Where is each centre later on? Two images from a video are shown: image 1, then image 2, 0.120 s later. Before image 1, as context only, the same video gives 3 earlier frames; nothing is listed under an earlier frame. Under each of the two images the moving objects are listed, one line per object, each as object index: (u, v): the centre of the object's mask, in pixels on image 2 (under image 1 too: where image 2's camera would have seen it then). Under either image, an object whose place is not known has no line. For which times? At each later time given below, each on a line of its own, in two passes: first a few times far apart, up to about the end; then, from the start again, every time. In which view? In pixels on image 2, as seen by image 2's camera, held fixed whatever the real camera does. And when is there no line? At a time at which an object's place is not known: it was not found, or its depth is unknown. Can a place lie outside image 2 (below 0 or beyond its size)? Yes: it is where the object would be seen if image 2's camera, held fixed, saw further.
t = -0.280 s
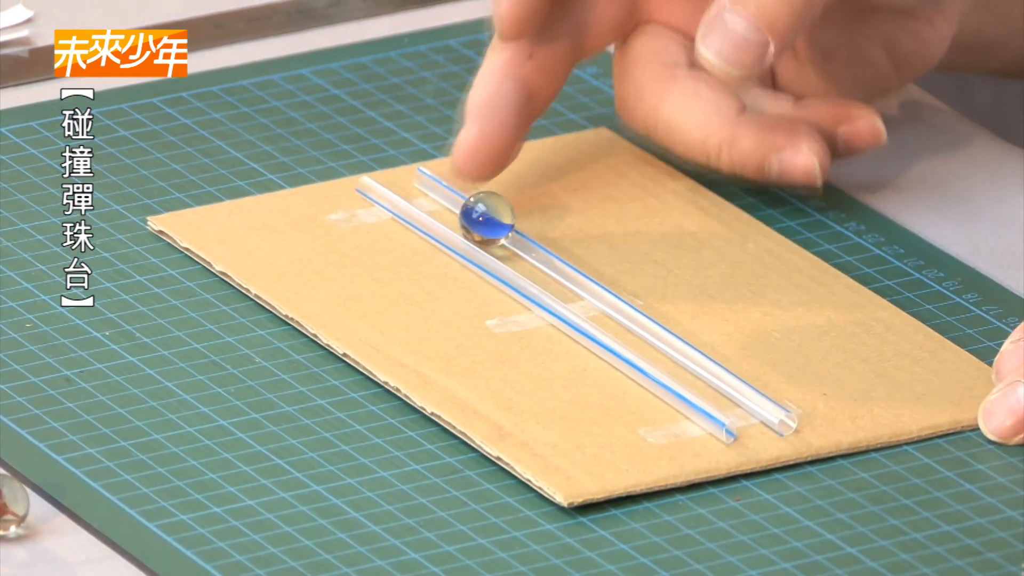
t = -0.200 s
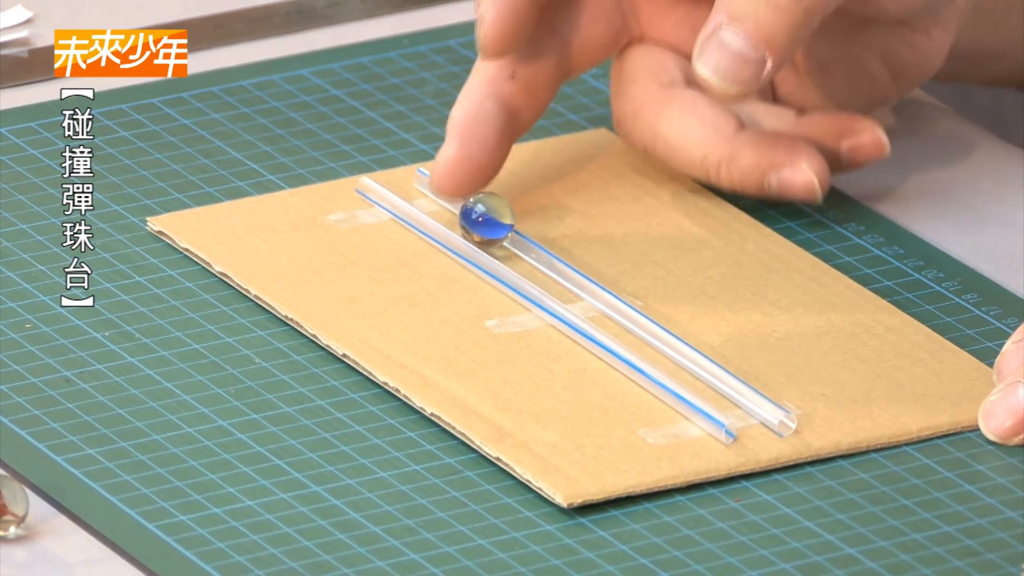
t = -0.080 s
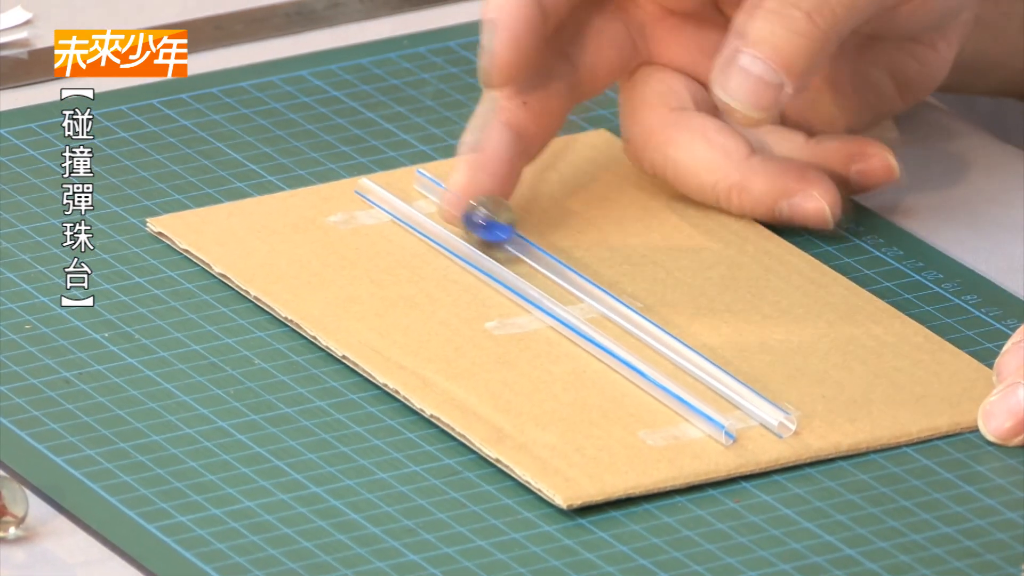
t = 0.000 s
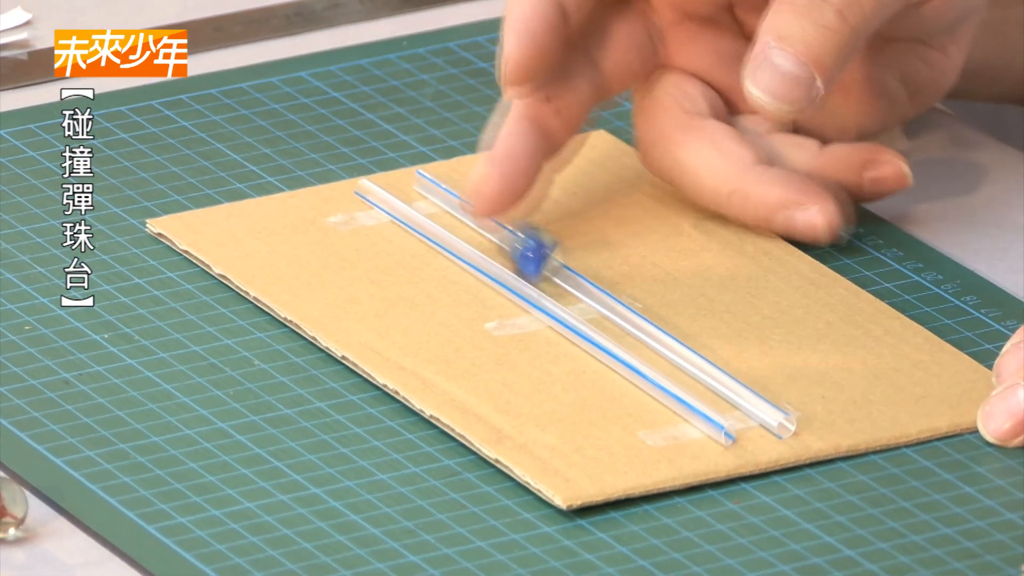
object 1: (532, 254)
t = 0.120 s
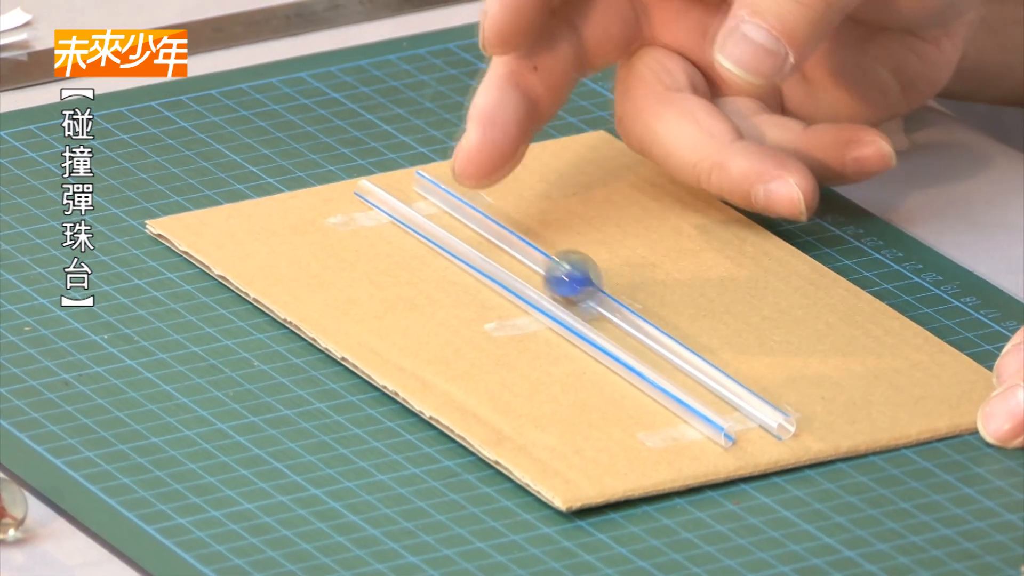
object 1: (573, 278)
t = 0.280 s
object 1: (629, 317)
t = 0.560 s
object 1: (731, 389)
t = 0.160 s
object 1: (585, 288)
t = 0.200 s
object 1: (604, 300)
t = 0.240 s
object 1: (616, 309)
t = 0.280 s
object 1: (629, 317)
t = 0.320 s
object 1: (642, 325)
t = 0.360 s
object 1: (656, 334)
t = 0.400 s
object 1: (674, 349)
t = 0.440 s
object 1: (687, 357)
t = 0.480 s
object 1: (702, 367)
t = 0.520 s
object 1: (716, 377)
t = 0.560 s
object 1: (731, 389)
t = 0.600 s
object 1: (749, 399)
